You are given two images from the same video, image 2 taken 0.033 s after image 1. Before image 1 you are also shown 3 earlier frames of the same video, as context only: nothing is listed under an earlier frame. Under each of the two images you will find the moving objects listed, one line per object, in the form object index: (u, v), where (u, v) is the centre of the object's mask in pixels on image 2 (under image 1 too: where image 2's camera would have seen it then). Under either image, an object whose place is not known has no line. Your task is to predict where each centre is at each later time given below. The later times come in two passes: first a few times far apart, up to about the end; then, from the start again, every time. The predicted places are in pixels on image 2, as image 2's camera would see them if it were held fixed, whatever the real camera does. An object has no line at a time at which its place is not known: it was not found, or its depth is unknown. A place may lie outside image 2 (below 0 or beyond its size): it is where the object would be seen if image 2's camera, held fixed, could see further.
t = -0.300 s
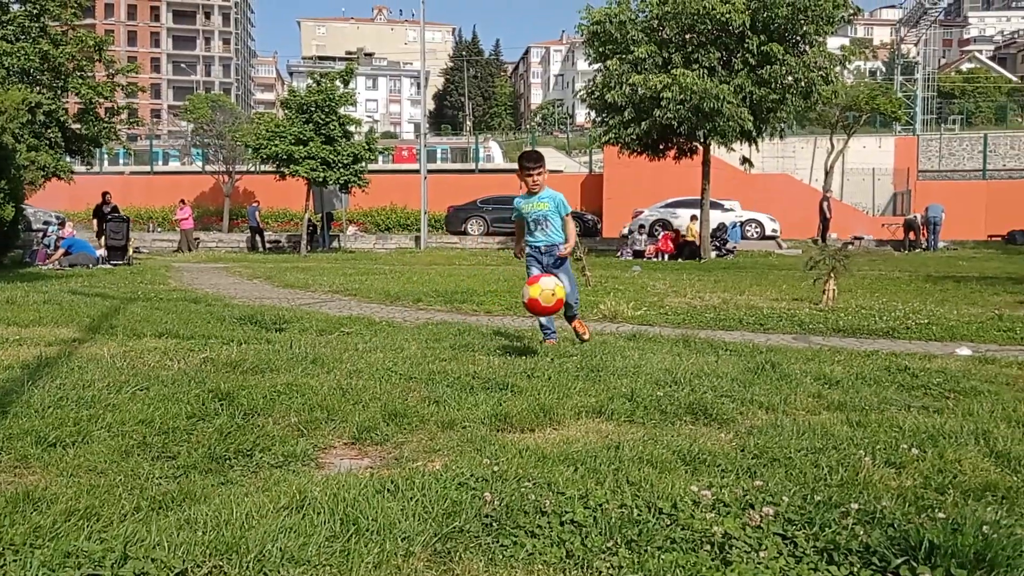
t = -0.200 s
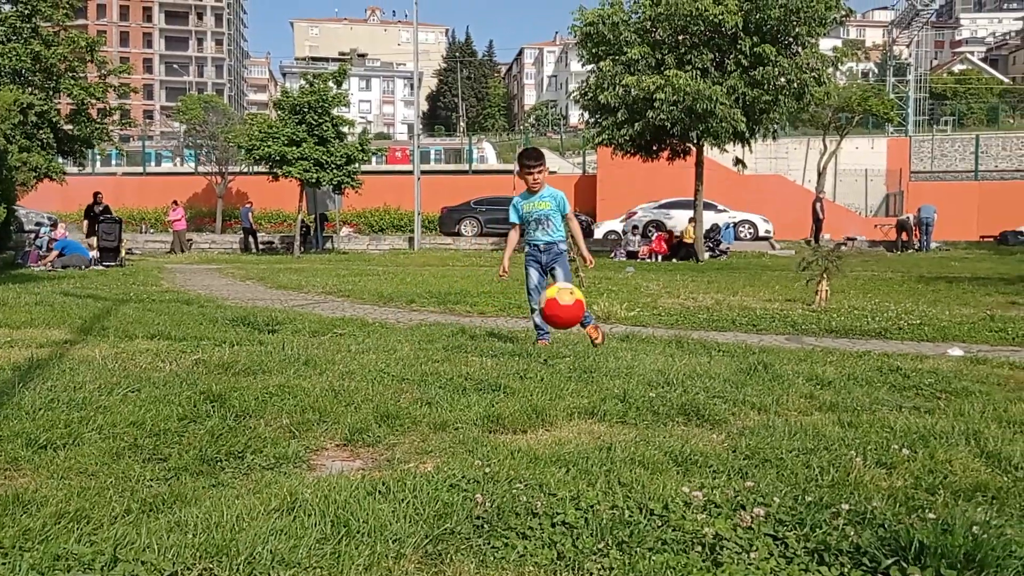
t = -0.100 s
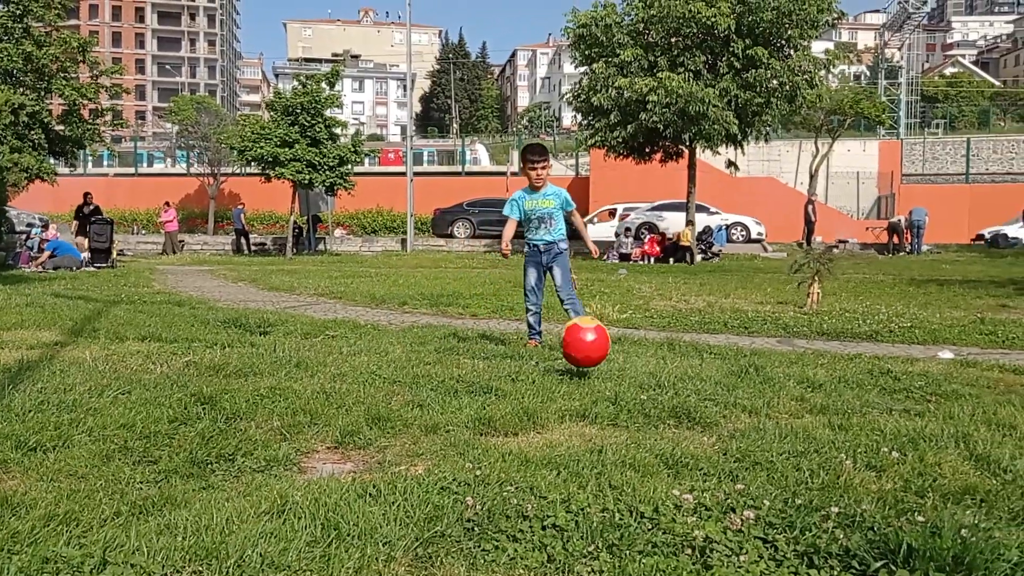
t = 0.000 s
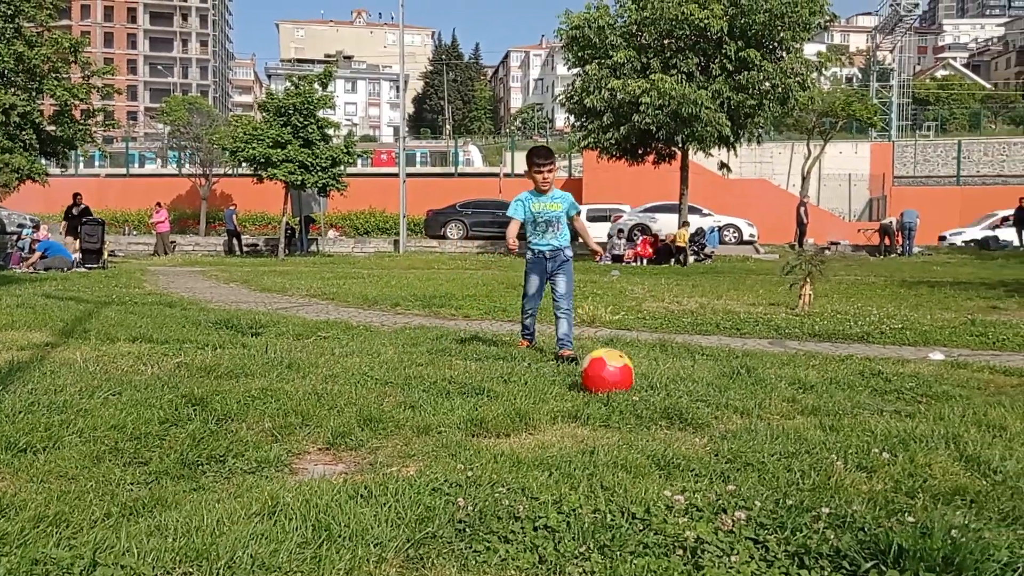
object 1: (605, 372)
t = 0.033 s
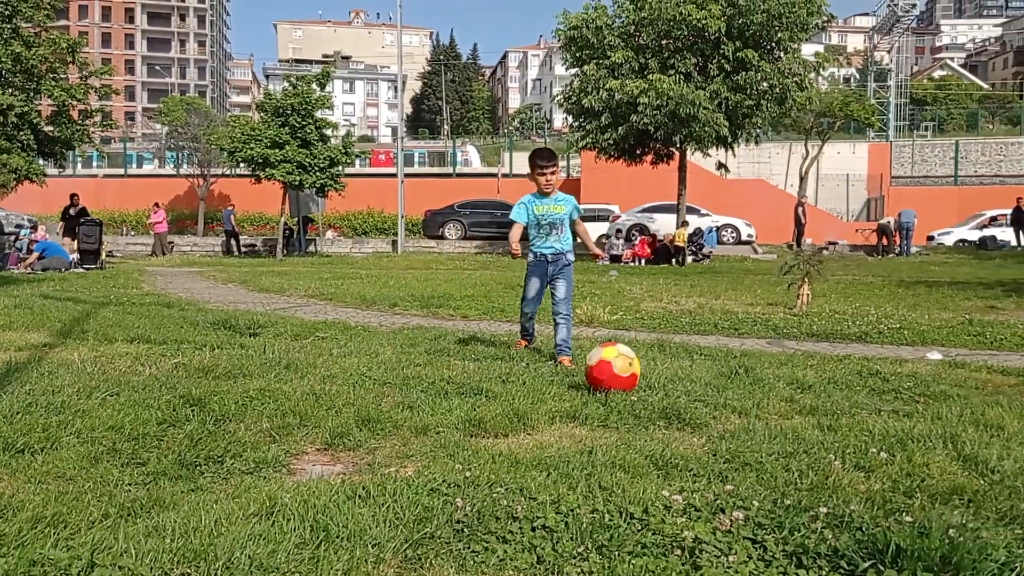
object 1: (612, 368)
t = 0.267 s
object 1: (665, 385)
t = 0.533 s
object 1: (726, 404)
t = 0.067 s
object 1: (620, 366)
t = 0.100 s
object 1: (627, 366)
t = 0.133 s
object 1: (634, 369)
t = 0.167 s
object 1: (642, 373)
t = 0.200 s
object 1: (650, 380)
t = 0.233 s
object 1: (658, 385)
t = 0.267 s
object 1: (665, 385)
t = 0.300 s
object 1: (673, 386)
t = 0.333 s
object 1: (680, 388)
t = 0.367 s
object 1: (688, 394)
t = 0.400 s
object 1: (695, 401)
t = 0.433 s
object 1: (704, 407)
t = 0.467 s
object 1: (712, 407)
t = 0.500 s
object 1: (719, 406)
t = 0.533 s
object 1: (726, 404)
